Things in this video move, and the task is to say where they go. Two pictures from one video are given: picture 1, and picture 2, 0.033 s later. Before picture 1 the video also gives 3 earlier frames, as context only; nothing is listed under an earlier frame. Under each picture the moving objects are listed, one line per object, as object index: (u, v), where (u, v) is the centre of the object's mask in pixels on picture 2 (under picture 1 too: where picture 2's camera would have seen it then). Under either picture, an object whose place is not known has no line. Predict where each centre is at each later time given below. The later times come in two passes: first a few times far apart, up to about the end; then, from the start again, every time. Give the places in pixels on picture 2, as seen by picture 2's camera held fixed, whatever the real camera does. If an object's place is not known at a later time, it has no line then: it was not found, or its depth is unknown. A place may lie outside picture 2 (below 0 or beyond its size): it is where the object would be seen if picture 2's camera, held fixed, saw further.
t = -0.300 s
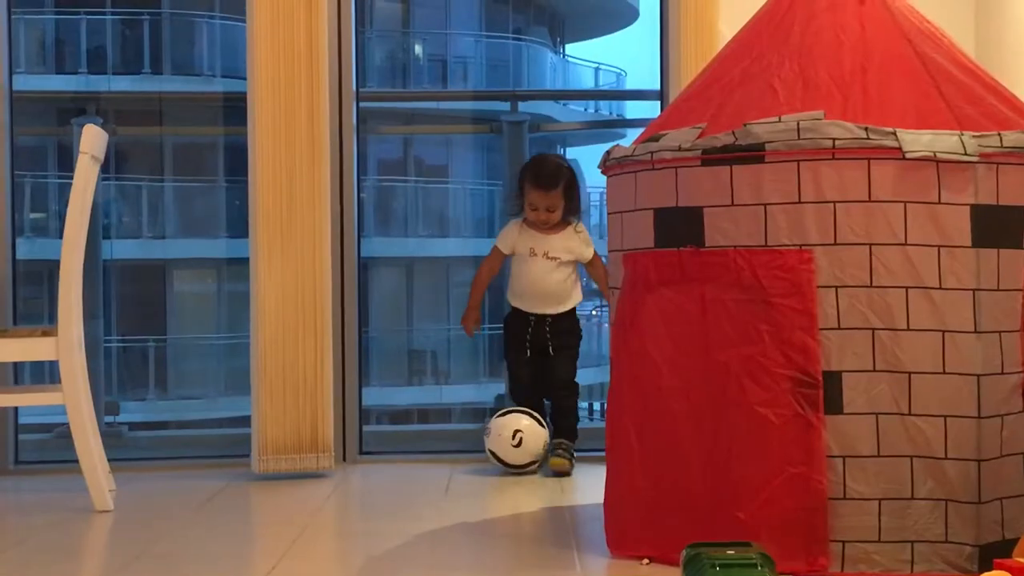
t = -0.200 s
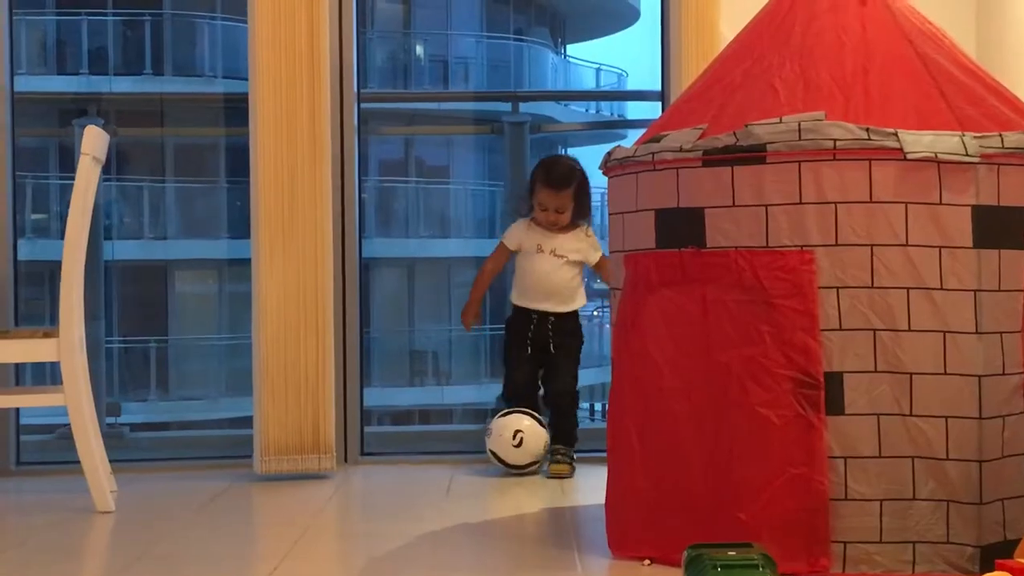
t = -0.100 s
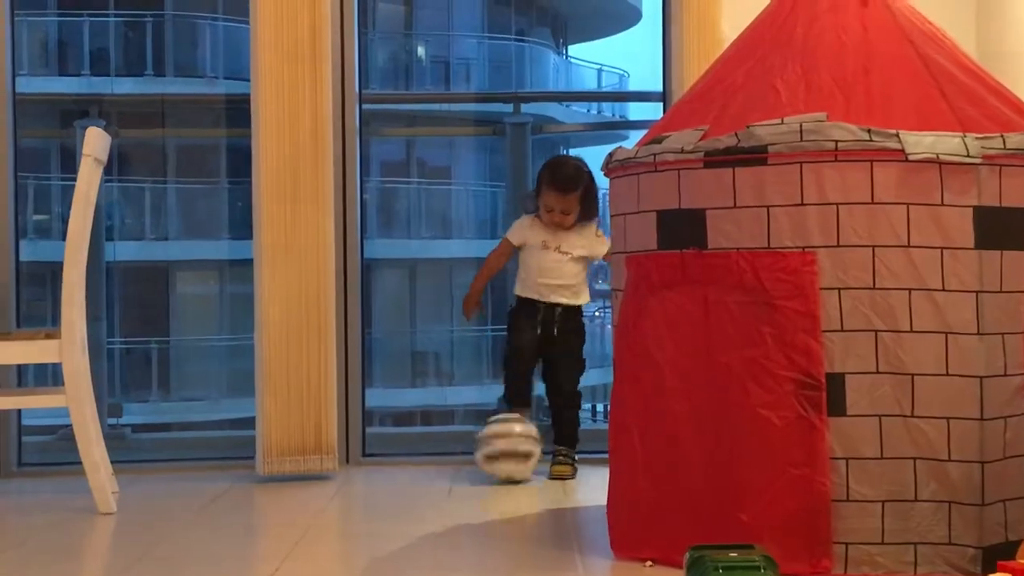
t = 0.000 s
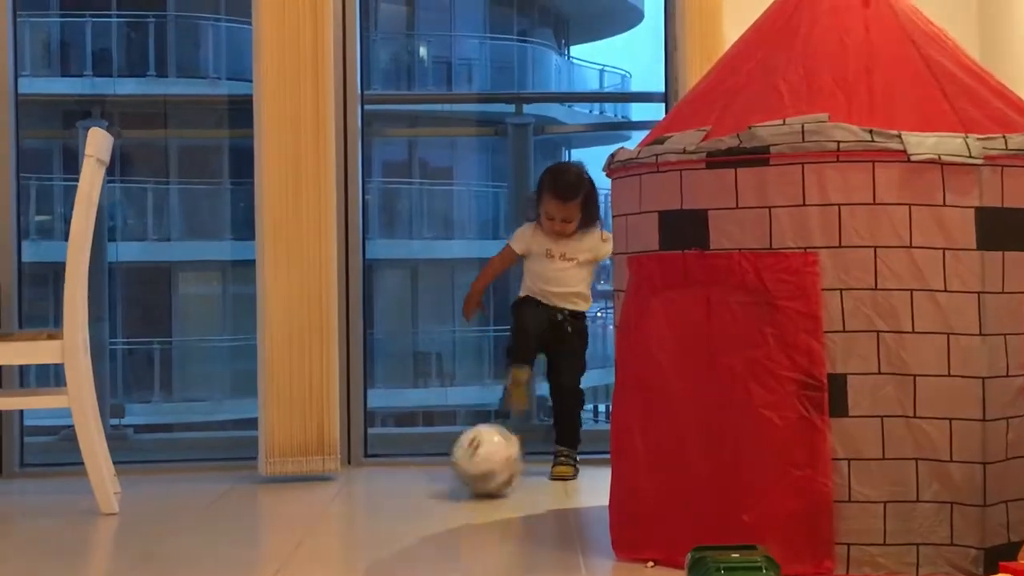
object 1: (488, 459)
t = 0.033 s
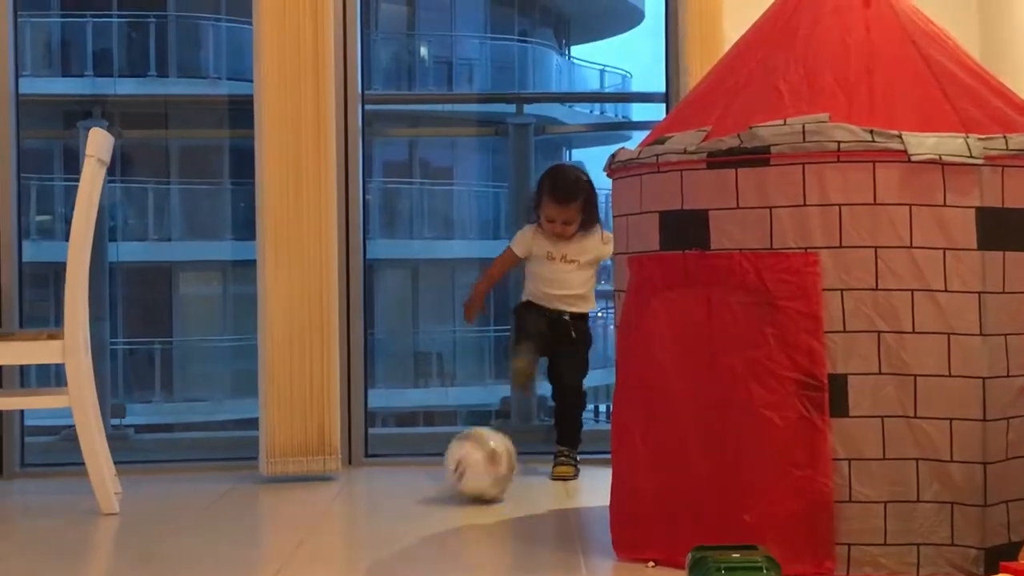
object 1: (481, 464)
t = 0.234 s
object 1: (438, 490)
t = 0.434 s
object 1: (387, 527)
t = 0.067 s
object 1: (473, 468)
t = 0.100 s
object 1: (466, 473)
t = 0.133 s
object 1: (460, 477)
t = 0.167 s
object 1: (452, 481)
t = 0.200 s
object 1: (445, 486)
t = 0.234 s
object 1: (438, 490)
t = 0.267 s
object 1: (431, 496)
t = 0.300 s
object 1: (424, 501)
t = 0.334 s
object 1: (416, 507)
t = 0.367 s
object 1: (407, 512)
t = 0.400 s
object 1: (397, 519)
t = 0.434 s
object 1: (387, 527)
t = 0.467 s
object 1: (376, 530)
